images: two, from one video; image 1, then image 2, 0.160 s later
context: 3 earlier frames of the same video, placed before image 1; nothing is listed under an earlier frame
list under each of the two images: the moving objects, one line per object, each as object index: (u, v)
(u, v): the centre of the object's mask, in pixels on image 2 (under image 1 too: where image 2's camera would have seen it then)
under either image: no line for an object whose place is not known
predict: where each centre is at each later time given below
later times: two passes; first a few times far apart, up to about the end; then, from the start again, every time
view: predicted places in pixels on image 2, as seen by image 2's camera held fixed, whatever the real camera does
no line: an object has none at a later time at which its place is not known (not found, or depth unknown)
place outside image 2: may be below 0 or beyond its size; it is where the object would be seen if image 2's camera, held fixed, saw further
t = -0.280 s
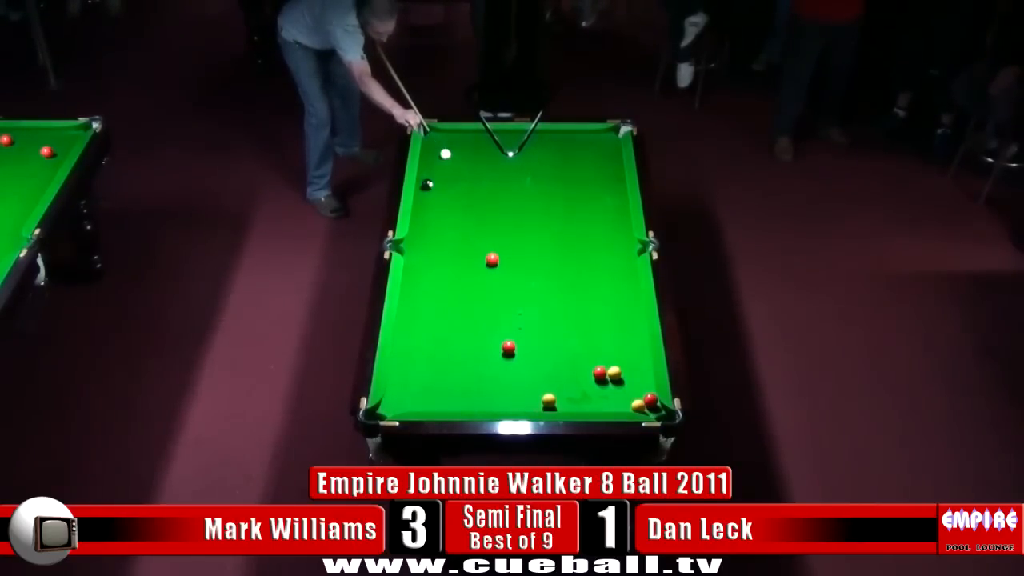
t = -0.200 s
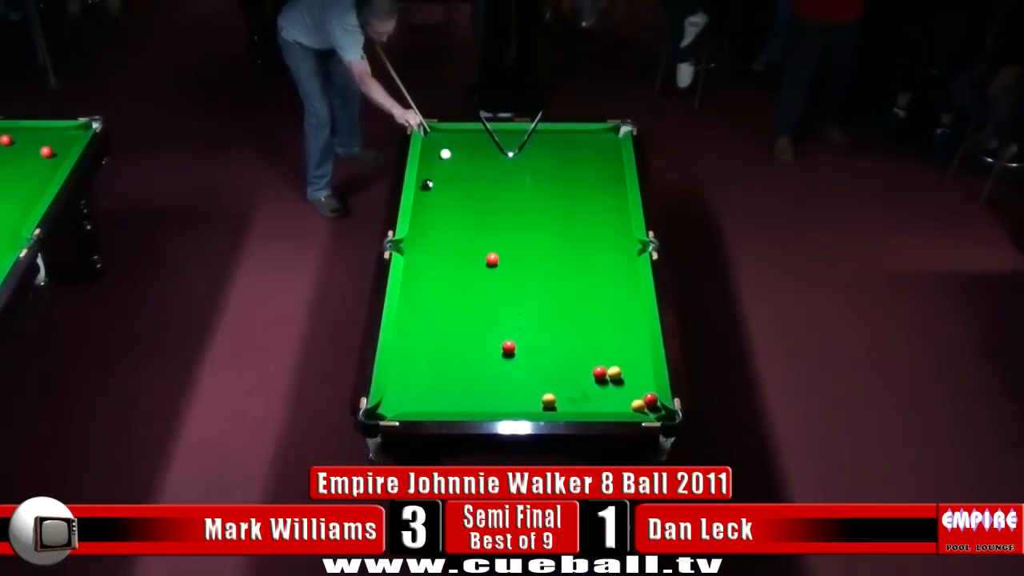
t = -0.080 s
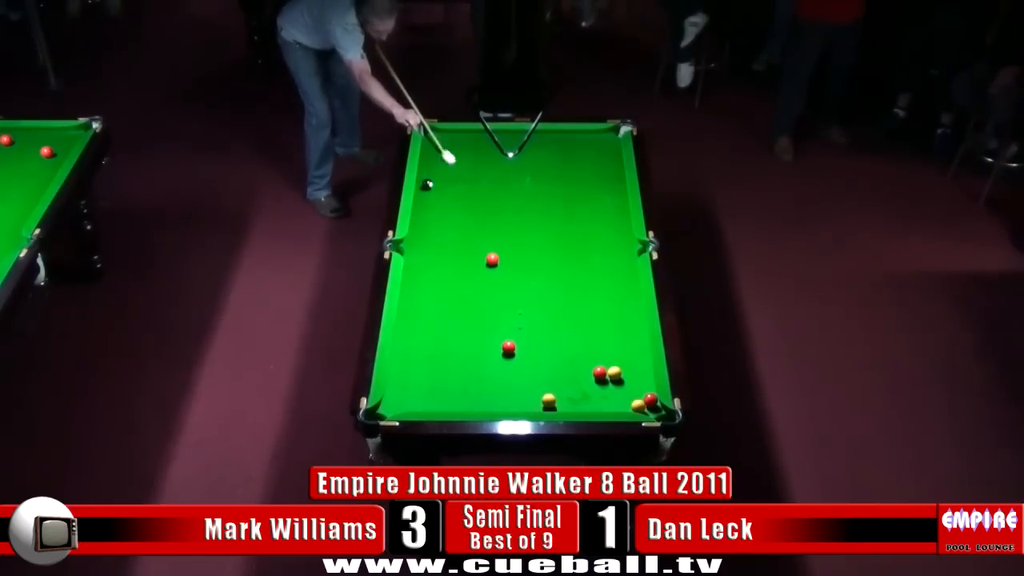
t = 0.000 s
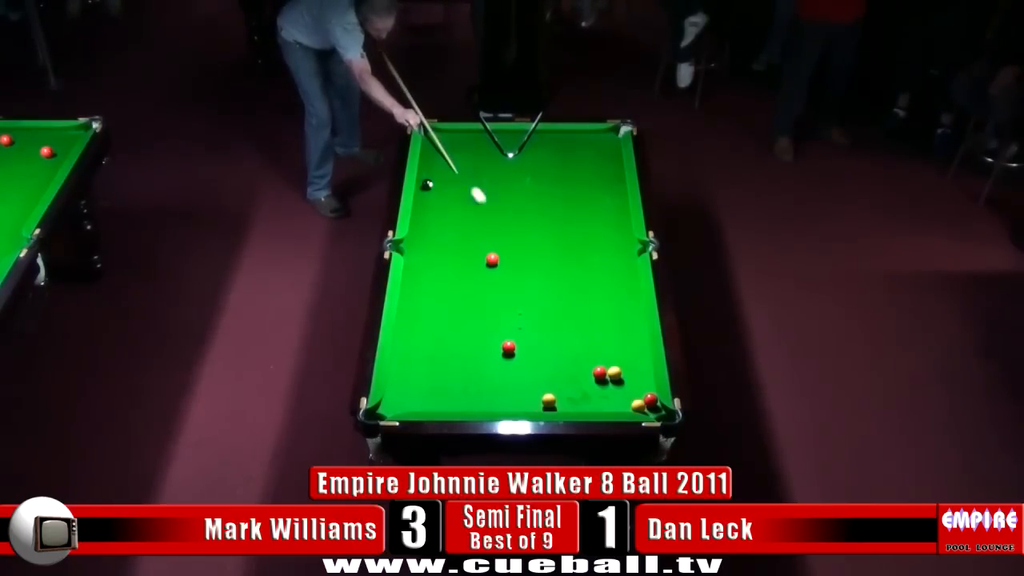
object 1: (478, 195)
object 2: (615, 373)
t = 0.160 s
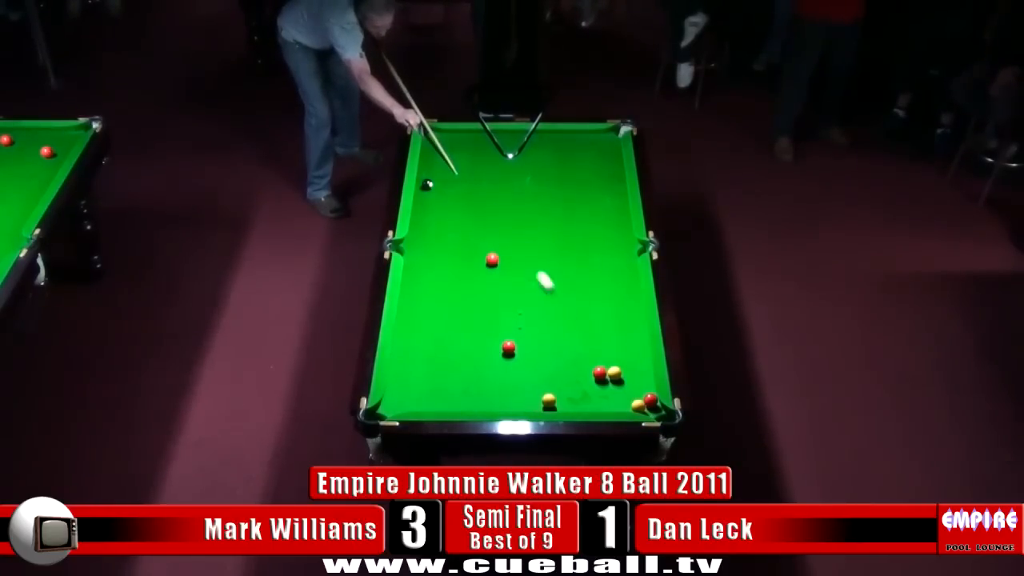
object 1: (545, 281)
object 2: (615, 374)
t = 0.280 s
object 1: (601, 352)
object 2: (615, 374)
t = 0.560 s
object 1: (636, 361)
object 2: (605, 405)
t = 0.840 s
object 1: (633, 362)
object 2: (583, 398)
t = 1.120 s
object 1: (617, 362)
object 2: (563, 390)
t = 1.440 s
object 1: (601, 361)
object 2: (542, 382)
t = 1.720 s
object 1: (590, 362)
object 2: (527, 376)
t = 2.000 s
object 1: (581, 362)
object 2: (513, 371)
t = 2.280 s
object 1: (574, 361)
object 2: (501, 365)
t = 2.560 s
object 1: (569, 361)
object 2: (491, 362)
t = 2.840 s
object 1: (565, 361)
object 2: (482, 358)
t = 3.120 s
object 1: (565, 360)
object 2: (475, 356)
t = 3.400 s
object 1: (565, 361)
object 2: (470, 354)
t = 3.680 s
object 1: (565, 360)
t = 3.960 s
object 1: (565, 361)
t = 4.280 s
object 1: (565, 360)
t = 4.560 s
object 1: (565, 361)
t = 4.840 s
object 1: (565, 360)
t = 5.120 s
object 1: (565, 360)
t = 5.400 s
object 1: (565, 360)
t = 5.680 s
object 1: (565, 360)
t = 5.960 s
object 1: (565, 361)
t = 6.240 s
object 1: (565, 360)
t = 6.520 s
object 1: (565, 360)
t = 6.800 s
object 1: (565, 360)
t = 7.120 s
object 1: (565, 360)
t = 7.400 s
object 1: (565, 361)
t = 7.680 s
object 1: (565, 361)
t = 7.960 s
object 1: (565, 360)
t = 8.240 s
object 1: (565, 361)
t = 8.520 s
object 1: (565, 361)
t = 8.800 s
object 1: (565, 360)
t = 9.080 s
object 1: (565, 360)
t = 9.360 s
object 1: (565, 360)
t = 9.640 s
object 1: (565, 360)
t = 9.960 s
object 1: (565, 360)
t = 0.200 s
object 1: (563, 304)
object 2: (615, 373)
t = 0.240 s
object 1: (582, 328)
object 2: (615, 374)
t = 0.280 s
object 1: (601, 352)
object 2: (615, 374)
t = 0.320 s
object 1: (612, 363)
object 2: (621, 384)
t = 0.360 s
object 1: (616, 362)
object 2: (627, 401)
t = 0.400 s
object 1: (620, 361)
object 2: (621, 403)
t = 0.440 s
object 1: (624, 361)
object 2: (616, 405)
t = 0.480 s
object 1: (628, 361)
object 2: (612, 406)
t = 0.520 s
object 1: (632, 361)
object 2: (608, 406)
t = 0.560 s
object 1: (636, 361)
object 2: (605, 405)
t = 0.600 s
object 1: (640, 361)
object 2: (602, 404)
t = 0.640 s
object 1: (644, 362)
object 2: (598, 404)
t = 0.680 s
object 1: (643, 362)
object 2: (596, 403)
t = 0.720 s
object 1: (640, 362)
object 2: (592, 402)
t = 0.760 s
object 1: (637, 362)
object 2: (589, 400)
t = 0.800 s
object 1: (635, 362)
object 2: (586, 399)
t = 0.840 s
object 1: (633, 362)
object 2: (583, 398)
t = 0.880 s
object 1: (630, 362)
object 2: (580, 397)
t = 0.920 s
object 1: (628, 362)
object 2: (577, 396)
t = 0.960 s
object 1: (625, 362)
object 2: (574, 395)
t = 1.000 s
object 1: (623, 362)
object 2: (571, 394)
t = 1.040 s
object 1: (621, 362)
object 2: (568, 393)
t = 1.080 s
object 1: (619, 362)
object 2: (566, 392)
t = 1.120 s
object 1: (617, 362)
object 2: (563, 390)
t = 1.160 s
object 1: (615, 362)
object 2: (560, 390)
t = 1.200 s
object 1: (613, 362)
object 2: (558, 388)
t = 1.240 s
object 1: (611, 362)
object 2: (555, 387)
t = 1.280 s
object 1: (609, 362)
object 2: (553, 386)
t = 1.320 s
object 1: (607, 362)
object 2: (550, 385)
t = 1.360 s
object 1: (605, 361)
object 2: (547, 384)
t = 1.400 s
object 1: (603, 361)
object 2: (545, 384)
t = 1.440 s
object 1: (601, 361)
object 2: (542, 382)
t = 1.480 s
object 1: (600, 360)
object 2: (540, 381)
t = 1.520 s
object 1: (598, 360)
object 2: (538, 381)
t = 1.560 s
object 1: (596, 361)
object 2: (535, 380)
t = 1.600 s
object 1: (594, 361)
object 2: (533, 379)
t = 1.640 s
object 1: (593, 361)
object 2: (531, 378)
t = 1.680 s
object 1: (591, 362)
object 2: (529, 377)
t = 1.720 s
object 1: (590, 362)
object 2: (527, 376)
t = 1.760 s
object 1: (588, 362)
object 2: (525, 375)
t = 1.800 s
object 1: (587, 362)
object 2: (523, 374)
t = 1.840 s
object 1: (586, 362)
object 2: (521, 374)
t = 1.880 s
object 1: (585, 362)
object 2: (519, 373)
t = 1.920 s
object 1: (583, 362)
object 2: (517, 372)
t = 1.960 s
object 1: (582, 362)
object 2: (515, 372)
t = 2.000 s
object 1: (581, 362)
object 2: (513, 371)
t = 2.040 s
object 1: (580, 361)
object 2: (511, 370)
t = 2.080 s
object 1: (579, 361)
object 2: (509, 369)
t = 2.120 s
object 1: (578, 361)
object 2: (508, 368)
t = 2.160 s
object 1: (577, 361)
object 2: (506, 368)
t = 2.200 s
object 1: (576, 361)
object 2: (504, 367)
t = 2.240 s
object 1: (575, 361)
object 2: (502, 366)
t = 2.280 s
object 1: (574, 361)
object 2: (501, 365)
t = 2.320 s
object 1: (573, 361)
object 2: (499, 365)
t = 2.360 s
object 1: (572, 361)
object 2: (498, 364)
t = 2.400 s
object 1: (571, 361)
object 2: (497, 364)
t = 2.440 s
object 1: (571, 361)
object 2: (495, 363)
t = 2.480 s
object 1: (570, 361)
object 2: (494, 363)
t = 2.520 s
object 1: (569, 361)
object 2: (492, 362)
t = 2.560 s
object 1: (569, 361)
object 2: (491, 362)
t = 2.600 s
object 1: (568, 361)
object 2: (489, 361)
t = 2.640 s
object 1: (567, 361)
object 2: (488, 361)
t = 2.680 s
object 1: (567, 361)
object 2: (487, 360)
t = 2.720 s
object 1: (567, 361)
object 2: (486, 360)
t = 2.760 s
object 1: (566, 361)
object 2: (484, 359)
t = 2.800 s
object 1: (566, 361)
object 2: (483, 359)
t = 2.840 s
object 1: (565, 361)
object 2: (482, 358)
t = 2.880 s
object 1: (565, 361)
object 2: (481, 358)
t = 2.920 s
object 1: (565, 361)
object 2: (480, 358)
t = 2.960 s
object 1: (565, 361)
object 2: (479, 358)
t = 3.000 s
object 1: (565, 361)
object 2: (478, 357)
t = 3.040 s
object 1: (565, 360)
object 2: (477, 356)
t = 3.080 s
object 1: (565, 360)
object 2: (476, 356)
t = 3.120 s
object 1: (565, 360)
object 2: (475, 356)
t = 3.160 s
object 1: (565, 360)
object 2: (474, 355)
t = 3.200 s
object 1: (565, 360)
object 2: (474, 355)
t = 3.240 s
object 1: (565, 360)
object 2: (473, 355)
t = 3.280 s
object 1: (565, 360)
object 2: (472, 355)
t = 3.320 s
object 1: (565, 360)
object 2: (471, 355)
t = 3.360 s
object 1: (565, 361)
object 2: (470, 355)
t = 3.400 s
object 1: (565, 361)
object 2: (470, 354)
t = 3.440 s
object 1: (565, 360)
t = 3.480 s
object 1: (565, 360)
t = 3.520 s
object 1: (565, 360)
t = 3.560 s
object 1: (565, 360)
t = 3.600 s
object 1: (565, 360)
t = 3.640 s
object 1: (565, 360)
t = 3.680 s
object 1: (565, 360)
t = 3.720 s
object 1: (565, 360)
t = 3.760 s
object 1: (565, 360)
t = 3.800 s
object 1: (565, 360)
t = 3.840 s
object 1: (565, 360)
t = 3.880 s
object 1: (565, 360)
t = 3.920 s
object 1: (565, 360)
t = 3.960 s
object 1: (565, 361)
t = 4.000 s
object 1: (565, 361)
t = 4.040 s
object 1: (565, 360)
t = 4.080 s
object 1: (565, 360)
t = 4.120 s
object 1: (565, 360)
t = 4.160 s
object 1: (565, 361)
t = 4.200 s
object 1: (565, 360)
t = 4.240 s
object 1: (565, 360)
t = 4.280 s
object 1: (565, 360)
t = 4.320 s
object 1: (565, 361)
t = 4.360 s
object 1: (565, 361)
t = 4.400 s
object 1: (565, 361)
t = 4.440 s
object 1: (565, 361)
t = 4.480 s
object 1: (565, 361)
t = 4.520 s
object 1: (565, 361)
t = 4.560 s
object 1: (565, 361)
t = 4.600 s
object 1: (565, 361)
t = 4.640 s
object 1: (565, 360)
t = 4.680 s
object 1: (565, 360)
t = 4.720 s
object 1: (565, 360)
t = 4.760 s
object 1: (565, 360)
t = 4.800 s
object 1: (565, 360)
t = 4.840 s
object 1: (565, 360)
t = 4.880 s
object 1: (565, 360)
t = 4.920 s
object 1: (565, 360)
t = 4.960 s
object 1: (565, 360)
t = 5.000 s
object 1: (565, 360)
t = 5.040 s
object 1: (565, 360)
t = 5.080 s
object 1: (565, 360)
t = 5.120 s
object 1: (565, 360)
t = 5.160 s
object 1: (565, 360)
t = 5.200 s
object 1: (565, 361)
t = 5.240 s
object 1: (565, 361)
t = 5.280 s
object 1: (565, 361)
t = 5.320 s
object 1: (565, 361)
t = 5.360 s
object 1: (565, 360)
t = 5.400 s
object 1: (565, 360)
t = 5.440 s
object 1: (565, 361)
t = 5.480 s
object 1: (565, 360)
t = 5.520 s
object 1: (565, 360)
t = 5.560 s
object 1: (565, 360)
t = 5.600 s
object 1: (565, 361)
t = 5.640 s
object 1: (565, 360)
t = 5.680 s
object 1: (565, 360)
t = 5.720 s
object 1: (565, 360)
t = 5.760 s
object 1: (565, 360)
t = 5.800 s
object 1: (565, 360)
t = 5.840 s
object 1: (565, 361)
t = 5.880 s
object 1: (565, 360)
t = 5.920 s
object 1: (565, 361)
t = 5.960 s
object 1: (565, 361)
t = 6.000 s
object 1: (565, 360)
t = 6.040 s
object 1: (565, 361)
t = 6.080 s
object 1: (565, 361)
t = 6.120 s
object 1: (565, 361)
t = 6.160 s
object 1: (565, 360)
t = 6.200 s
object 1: (565, 360)
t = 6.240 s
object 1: (565, 360)
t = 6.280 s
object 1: (565, 361)
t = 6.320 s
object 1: (565, 360)
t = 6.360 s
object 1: (565, 360)
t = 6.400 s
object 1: (565, 361)
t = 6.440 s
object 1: (565, 360)
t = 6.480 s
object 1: (565, 360)
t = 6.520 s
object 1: (565, 360)
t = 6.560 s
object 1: (565, 360)
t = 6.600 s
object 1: (565, 360)
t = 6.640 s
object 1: (565, 360)
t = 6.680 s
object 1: (565, 360)
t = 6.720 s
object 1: (565, 360)
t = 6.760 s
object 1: (565, 360)
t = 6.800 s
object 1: (565, 360)
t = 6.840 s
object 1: (565, 360)
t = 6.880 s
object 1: (565, 360)
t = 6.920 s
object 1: (565, 360)
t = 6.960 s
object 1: (565, 360)
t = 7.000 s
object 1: (565, 360)
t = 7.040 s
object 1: (565, 360)
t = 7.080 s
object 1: (565, 361)
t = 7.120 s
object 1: (565, 360)
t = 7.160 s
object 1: (565, 361)
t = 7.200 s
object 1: (565, 361)
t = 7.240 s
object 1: (565, 361)
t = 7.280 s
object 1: (565, 361)
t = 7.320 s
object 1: (565, 361)
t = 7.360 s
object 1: (565, 361)
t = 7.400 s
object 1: (565, 361)
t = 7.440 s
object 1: (565, 361)
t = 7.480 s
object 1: (565, 361)
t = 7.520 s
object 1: (565, 361)
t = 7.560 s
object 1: (565, 361)
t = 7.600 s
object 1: (565, 361)
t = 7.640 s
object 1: (565, 361)
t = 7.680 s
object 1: (565, 361)
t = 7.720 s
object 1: (565, 361)
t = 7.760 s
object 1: (565, 361)
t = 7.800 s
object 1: (565, 361)
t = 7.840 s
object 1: (565, 361)
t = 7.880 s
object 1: (565, 361)
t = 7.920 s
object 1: (565, 360)
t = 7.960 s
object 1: (565, 360)
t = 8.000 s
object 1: (565, 361)
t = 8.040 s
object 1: (565, 361)
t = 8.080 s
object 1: (565, 361)
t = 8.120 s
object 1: (565, 361)
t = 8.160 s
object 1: (565, 361)
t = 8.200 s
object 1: (565, 361)
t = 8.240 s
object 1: (565, 361)
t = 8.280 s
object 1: (565, 361)
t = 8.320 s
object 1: (565, 361)
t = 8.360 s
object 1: (565, 361)
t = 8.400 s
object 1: (565, 360)
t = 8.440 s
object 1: (565, 360)
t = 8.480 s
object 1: (565, 361)
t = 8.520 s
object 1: (565, 361)
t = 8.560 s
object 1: (565, 361)
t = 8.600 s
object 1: (565, 360)
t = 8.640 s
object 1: (565, 360)
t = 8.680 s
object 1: (565, 360)
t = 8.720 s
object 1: (565, 360)
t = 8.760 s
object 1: (565, 360)
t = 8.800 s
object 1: (565, 360)
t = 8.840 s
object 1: (565, 360)
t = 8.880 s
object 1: (565, 360)
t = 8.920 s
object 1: (565, 360)
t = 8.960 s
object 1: (565, 360)
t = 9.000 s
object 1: (565, 360)
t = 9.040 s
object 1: (565, 360)
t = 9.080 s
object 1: (565, 360)
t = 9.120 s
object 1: (565, 360)
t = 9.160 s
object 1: (565, 360)
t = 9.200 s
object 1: (565, 360)
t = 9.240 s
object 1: (565, 360)
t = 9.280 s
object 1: (565, 360)
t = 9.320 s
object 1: (565, 360)
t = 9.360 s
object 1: (565, 360)
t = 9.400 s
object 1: (565, 360)
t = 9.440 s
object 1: (565, 360)
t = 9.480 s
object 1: (565, 360)
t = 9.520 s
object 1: (565, 360)
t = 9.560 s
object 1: (565, 360)
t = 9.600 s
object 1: (565, 360)
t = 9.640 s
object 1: (565, 360)
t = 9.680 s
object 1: (565, 360)
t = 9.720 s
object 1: (565, 360)
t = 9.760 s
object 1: (565, 360)
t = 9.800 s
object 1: (565, 360)
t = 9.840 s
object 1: (565, 360)
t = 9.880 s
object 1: (565, 360)
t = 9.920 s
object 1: (565, 360)
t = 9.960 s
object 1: (565, 360)
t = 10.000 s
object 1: (565, 360)
